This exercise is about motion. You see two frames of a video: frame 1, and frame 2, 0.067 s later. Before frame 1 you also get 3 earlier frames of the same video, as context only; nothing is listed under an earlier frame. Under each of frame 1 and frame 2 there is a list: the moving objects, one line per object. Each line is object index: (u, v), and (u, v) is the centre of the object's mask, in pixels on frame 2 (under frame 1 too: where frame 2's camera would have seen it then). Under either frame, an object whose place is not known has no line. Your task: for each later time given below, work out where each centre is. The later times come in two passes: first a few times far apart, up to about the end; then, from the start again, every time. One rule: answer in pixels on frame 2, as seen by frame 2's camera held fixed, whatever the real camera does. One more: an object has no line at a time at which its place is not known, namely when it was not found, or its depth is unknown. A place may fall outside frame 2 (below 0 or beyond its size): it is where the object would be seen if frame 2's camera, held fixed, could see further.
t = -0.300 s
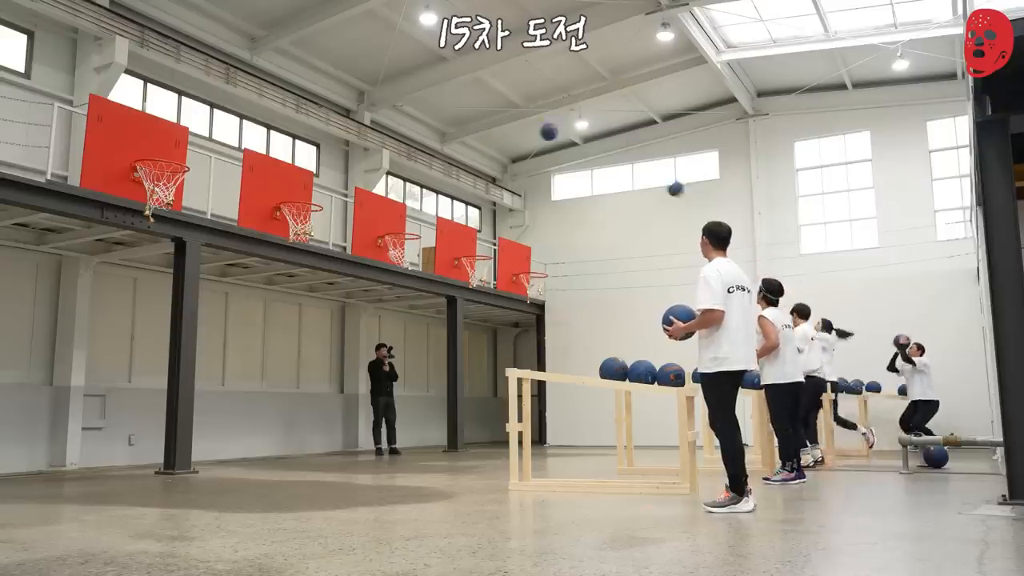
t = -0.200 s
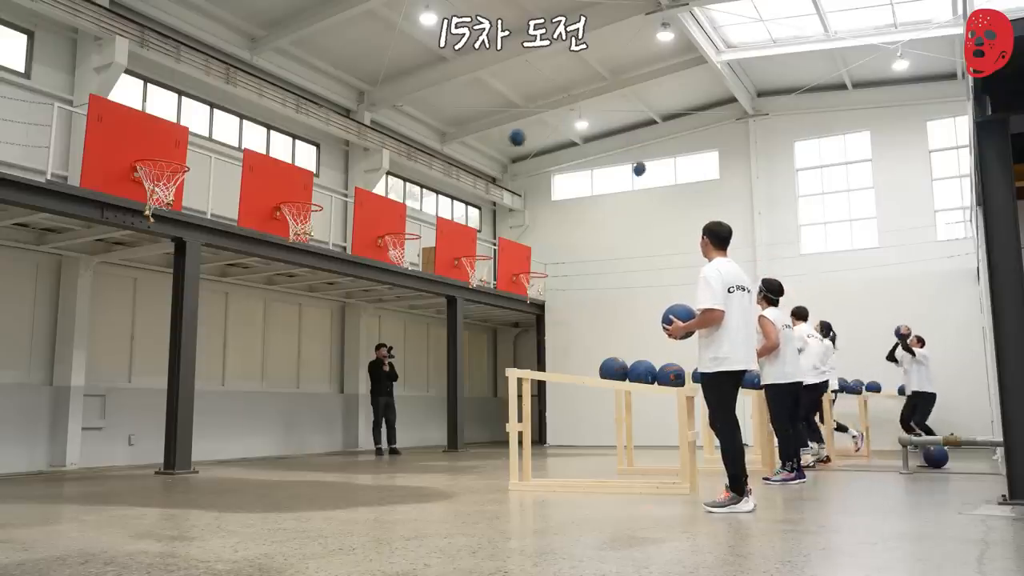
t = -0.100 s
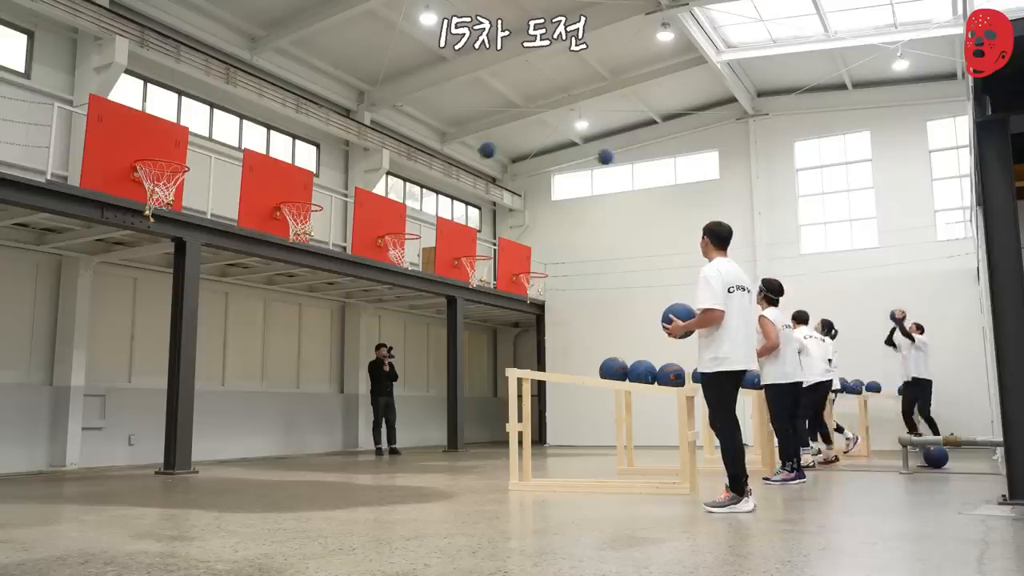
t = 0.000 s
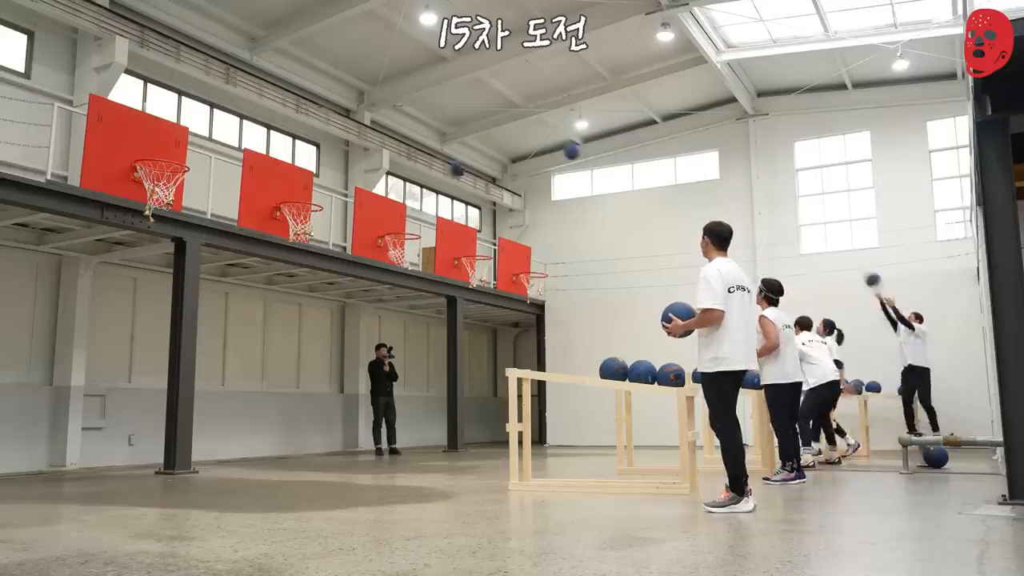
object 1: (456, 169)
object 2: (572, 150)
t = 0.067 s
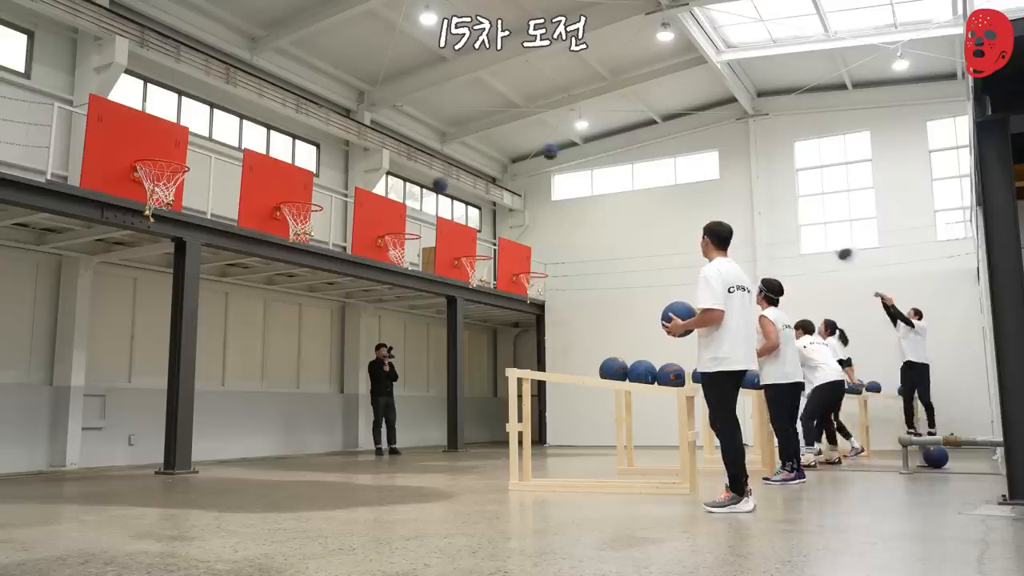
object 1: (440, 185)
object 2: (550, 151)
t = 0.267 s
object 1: (390, 243)
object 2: (486, 170)
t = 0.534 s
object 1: (407, 258)
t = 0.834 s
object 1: (399, 292)
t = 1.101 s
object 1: (389, 379)
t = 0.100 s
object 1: (430, 193)
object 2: (539, 152)
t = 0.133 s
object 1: (420, 202)
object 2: (528, 155)
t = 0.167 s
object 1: (412, 213)
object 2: (517, 157)
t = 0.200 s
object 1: (403, 224)
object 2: (506, 161)
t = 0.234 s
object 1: (394, 235)
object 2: (497, 165)
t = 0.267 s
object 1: (390, 243)
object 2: (486, 170)
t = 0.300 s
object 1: (392, 249)
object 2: (476, 174)
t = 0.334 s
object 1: (395, 253)
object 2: (465, 181)
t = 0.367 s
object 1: (397, 255)
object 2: (454, 187)
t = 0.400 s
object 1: (399, 255)
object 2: (444, 195)
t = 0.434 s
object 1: (402, 255)
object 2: (433, 203)
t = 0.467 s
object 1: (404, 256)
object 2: (422, 213)
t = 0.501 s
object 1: (405, 256)
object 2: (413, 222)
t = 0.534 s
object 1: (407, 258)
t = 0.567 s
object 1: (407, 259)
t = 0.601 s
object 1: (407, 261)
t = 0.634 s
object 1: (406, 263)
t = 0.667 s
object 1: (405, 266)
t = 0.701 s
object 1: (403, 268)
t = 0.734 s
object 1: (403, 274)
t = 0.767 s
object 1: (402, 278)
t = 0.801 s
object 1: (400, 286)
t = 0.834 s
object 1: (399, 292)
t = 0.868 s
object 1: (398, 300)
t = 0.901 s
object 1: (395, 308)
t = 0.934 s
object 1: (394, 317)
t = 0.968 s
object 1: (393, 328)
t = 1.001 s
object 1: (392, 339)
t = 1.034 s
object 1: (391, 352)
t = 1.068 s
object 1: (390, 365)
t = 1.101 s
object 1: (389, 379)
